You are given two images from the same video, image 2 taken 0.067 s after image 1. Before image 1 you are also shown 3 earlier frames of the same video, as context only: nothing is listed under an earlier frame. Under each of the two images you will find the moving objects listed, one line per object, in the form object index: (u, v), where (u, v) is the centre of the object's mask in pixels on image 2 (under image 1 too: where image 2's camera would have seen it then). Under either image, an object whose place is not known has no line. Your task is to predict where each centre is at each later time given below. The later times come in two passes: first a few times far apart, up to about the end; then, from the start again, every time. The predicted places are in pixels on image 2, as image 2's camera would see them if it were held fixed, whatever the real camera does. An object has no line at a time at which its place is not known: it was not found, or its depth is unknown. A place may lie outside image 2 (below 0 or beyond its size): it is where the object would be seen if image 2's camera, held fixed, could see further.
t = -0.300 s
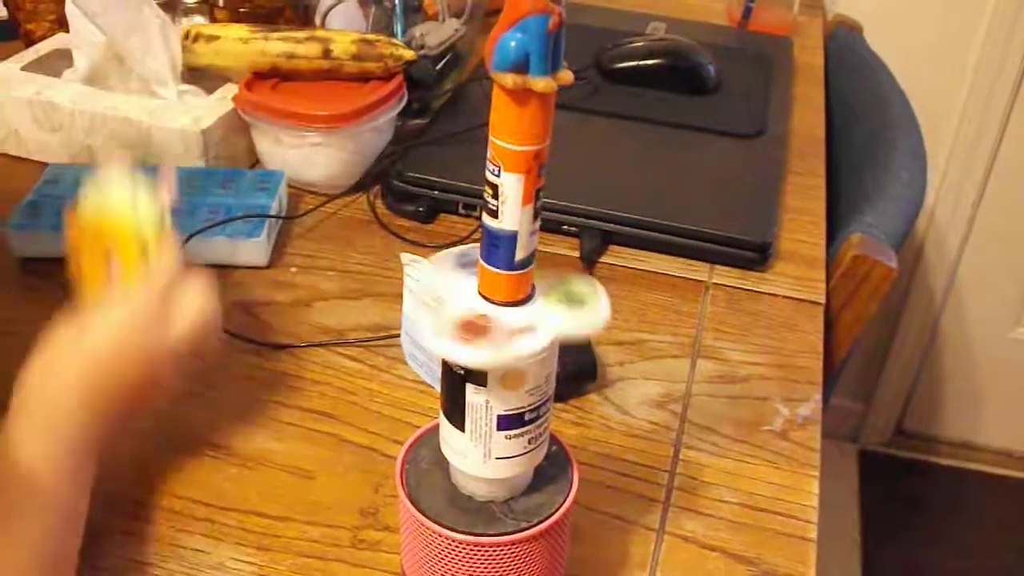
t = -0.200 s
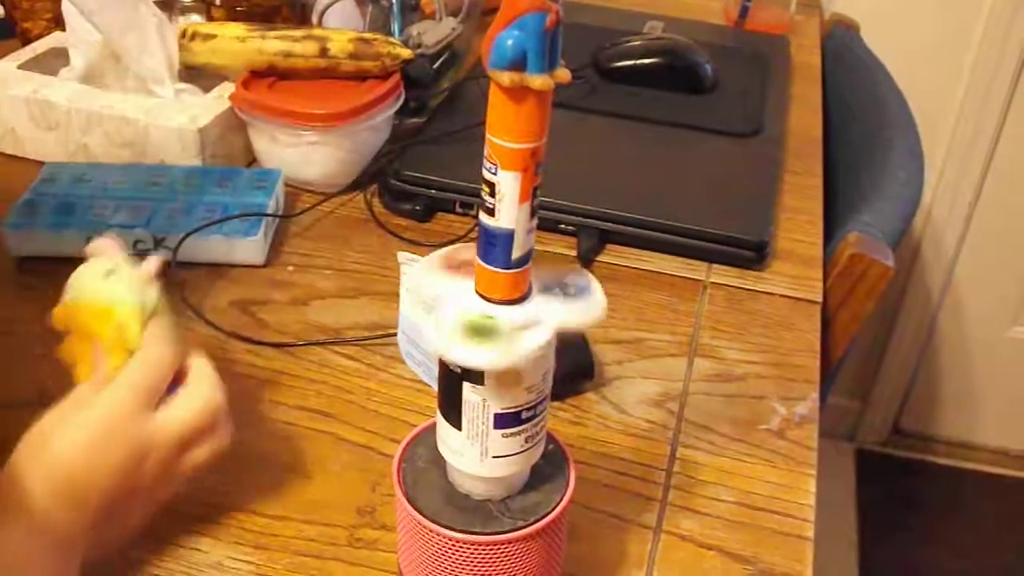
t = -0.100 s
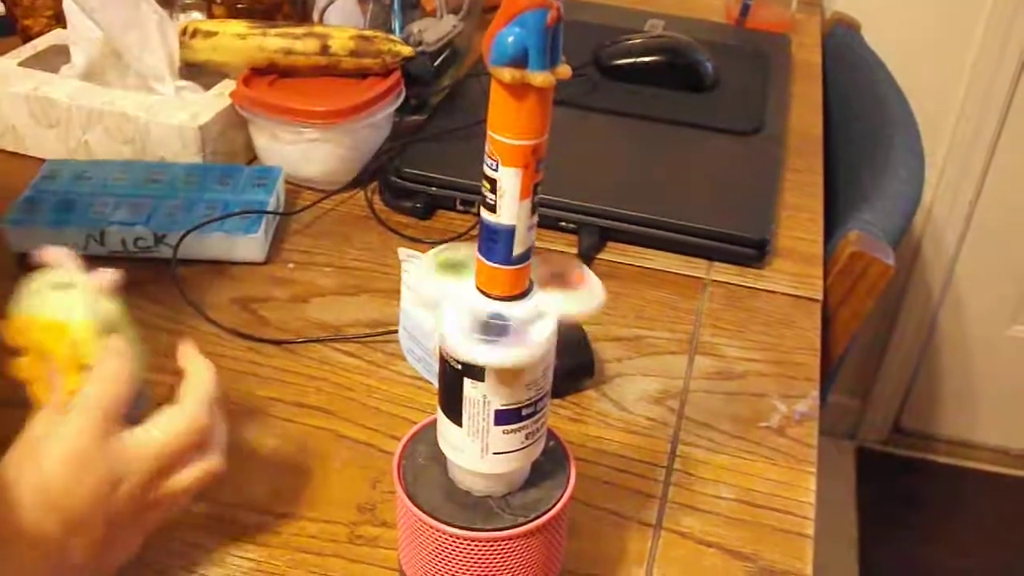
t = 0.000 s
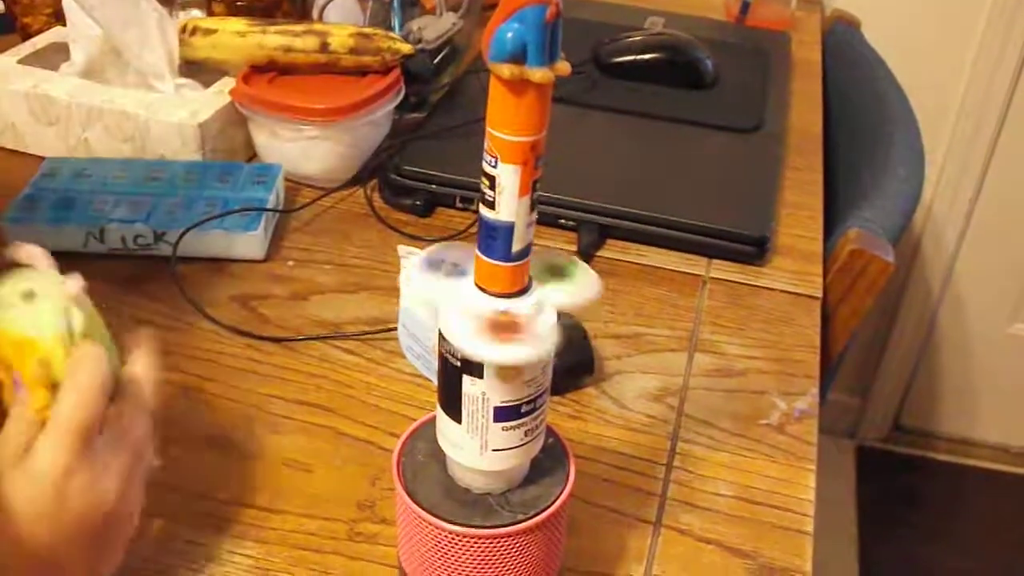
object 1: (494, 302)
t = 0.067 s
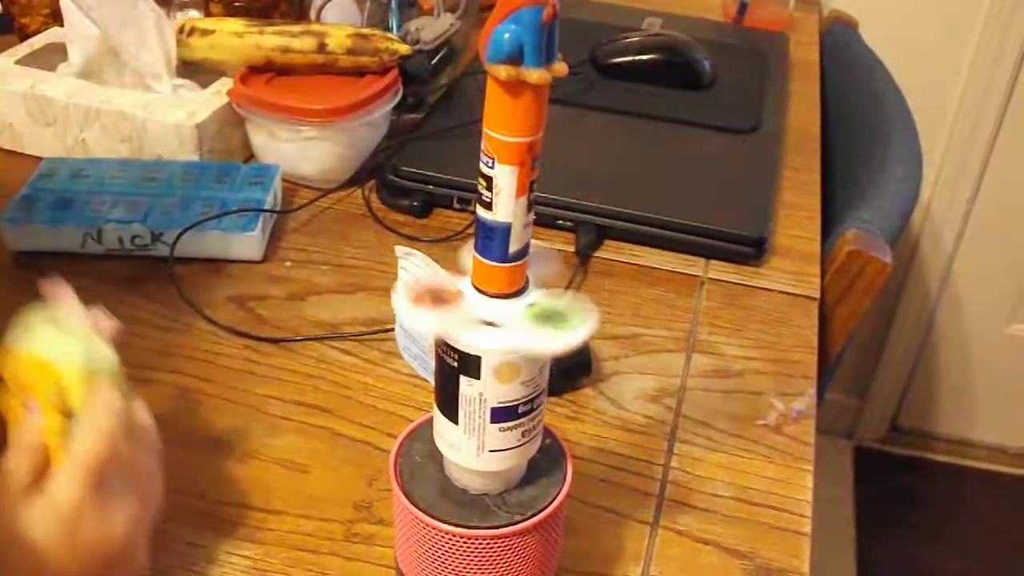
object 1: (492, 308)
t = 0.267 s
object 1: (491, 310)
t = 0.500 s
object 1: (489, 312)
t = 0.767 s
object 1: (493, 303)
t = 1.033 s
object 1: (487, 305)
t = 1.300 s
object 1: (487, 310)
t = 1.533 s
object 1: (492, 305)
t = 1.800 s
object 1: (489, 302)
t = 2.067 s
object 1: (490, 310)
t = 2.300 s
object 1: (490, 310)
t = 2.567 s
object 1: (492, 304)
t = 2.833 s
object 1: (490, 301)
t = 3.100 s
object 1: (488, 303)
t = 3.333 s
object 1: (492, 309)
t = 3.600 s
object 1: (489, 308)
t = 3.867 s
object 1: (484, 308)
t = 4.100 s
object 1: (484, 309)
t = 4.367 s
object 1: (493, 301)
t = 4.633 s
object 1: (487, 301)
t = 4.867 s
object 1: (488, 301)
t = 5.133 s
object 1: (489, 307)
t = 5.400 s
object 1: (487, 306)
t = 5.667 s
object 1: (488, 307)
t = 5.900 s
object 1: (488, 306)
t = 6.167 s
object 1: (489, 310)
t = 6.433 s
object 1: (488, 311)
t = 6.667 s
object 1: (489, 309)
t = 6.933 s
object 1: (488, 310)
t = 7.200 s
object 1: (488, 306)
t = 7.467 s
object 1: (489, 310)
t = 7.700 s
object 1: (490, 308)
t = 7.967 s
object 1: (490, 310)
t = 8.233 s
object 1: (490, 310)
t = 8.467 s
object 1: (489, 303)
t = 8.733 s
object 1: (494, 302)
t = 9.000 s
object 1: (516, 313)
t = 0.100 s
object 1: (493, 303)
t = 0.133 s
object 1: (490, 303)
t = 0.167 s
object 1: (490, 311)
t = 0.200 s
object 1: (493, 304)
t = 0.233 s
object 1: (493, 303)
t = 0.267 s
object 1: (491, 310)
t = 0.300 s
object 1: (485, 313)
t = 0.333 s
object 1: (492, 302)
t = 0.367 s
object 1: (488, 306)
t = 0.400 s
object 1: (493, 307)
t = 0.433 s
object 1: (493, 303)
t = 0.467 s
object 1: (489, 304)
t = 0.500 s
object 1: (489, 312)
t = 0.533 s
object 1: (492, 304)
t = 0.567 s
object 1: (492, 303)
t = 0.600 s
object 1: (490, 311)
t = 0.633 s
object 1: (483, 312)
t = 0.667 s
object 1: (492, 301)
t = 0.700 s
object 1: (490, 310)
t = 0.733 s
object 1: (492, 307)
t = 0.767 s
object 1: (493, 303)
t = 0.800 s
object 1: (488, 304)
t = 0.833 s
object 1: (489, 312)
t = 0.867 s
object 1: (493, 304)
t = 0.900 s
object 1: (491, 303)
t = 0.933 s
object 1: (490, 311)
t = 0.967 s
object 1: (484, 311)
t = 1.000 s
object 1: (493, 301)
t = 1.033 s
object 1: (487, 305)
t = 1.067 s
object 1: (487, 312)
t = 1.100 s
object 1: (491, 303)
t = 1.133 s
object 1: (489, 303)
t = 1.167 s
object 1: (489, 311)
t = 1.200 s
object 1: (492, 304)
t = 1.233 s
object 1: (499, 308)
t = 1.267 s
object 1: (491, 309)
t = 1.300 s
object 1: (487, 310)
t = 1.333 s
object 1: (494, 301)
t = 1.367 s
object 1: (487, 304)
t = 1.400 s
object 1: (489, 311)
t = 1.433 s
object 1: (491, 303)
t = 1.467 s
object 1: (489, 302)
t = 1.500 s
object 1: (490, 310)
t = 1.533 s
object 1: (492, 305)
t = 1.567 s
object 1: (492, 301)
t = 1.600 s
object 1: (490, 307)
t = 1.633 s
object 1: (486, 312)
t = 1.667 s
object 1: (494, 302)
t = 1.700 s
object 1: (488, 303)
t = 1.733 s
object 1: (490, 311)
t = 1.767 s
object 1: (492, 304)
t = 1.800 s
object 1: (489, 302)
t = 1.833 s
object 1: (490, 309)
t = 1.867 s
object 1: (487, 311)
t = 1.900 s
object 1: (491, 302)
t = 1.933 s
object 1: (490, 305)
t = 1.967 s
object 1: (488, 311)
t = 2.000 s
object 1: (492, 302)
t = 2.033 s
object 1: (490, 301)
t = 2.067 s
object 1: (490, 310)
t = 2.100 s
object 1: (484, 311)
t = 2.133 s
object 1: (492, 302)
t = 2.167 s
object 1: (488, 304)
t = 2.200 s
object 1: (488, 310)
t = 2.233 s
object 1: (492, 303)
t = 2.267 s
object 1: (489, 302)
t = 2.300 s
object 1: (490, 310)
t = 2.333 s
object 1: (482, 311)
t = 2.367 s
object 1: (490, 301)
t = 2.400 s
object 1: (488, 305)
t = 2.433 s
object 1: (488, 311)
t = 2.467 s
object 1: (491, 302)
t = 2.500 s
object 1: (487, 302)
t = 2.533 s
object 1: (490, 310)
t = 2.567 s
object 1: (492, 304)
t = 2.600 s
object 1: (493, 306)
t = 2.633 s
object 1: (489, 306)
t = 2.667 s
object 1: (487, 311)
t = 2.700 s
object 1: (491, 302)
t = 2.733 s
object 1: (488, 302)
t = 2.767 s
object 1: (490, 309)
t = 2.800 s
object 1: (494, 302)
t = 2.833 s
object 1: (490, 301)
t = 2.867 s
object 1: (489, 304)
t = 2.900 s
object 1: (487, 310)
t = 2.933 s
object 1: (492, 301)
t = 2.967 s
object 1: (489, 306)
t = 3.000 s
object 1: (491, 309)
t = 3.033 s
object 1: (485, 309)
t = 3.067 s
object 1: (493, 300)
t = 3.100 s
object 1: (488, 303)
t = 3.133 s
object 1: (488, 311)
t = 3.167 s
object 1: (492, 302)
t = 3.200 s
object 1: (488, 301)
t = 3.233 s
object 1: (492, 310)
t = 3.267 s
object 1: (483, 310)
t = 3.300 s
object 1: (492, 300)
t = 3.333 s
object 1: (492, 309)
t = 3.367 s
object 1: (488, 310)
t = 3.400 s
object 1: (492, 302)
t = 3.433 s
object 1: (489, 301)
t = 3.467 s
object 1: (490, 307)
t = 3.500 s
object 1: (485, 309)
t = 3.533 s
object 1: (491, 300)
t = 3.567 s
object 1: (489, 303)
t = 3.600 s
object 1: (489, 308)
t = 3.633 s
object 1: (492, 303)
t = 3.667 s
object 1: (487, 301)
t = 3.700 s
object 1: (491, 308)
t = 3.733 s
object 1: (485, 311)
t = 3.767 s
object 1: (493, 302)
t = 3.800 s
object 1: (490, 306)
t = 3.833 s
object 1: (490, 310)
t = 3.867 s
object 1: (484, 308)
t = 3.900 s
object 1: (489, 301)
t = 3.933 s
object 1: (489, 304)
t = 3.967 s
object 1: (488, 308)
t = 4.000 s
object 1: (491, 302)
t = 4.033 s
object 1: (490, 305)
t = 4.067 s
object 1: (491, 310)
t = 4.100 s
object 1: (484, 309)
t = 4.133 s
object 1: (489, 300)
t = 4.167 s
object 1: (487, 302)
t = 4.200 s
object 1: (488, 307)
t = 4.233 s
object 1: (491, 303)
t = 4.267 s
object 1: (487, 301)
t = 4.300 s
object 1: (489, 306)
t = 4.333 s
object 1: (487, 310)
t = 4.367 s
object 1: (493, 301)
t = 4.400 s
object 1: (488, 303)
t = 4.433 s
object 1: (490, 310)
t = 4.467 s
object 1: (494, 303)
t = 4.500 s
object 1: (489, 301)
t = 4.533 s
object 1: (490, 308)
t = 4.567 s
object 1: (491, 308)
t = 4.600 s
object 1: (492, 303)
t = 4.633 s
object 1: (487, 301)
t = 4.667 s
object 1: (488, 307)
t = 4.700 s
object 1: (486, 310)
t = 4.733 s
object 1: (492, 301)
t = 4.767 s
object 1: (489, 304)
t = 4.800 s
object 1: (490, 310)
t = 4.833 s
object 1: (491, 305)
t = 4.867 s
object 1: (488, 301)
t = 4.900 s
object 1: (486, 303)
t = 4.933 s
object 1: (488, 307)
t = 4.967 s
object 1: (491, 303)
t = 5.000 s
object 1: (487, 301)
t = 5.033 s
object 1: (489, 309)
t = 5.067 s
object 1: (492, 305)
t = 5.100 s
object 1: (493, 302)
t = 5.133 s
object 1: (489, 307)
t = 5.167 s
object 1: (489, 309)
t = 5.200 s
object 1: (483, 310)
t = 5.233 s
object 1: (488, 301)
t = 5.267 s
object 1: (486, 303)
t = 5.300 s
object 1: (488, 310)
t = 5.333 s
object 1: (491, 304)
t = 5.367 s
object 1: (499, 303)
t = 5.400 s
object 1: (487, 306)
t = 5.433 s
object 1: (491, 306)
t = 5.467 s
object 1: (491, 302)
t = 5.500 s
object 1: (488, 303)
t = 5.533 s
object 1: (488, 306)
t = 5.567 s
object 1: (485, 310)
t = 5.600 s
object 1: (490, 301)
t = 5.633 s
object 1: (488, 307)
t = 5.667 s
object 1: (488, 307)
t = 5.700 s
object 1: (491, 304)
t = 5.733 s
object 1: (487, 301)
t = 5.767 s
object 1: (487, 303)
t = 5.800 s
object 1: (487, 307)
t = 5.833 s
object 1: (495, 300)
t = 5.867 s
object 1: (488, 301)
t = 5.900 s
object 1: (488, 306)
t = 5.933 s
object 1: (487, 311)
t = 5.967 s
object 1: (496, 299)
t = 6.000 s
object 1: (486, 301)
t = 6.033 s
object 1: (490, 309)
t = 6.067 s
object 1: (486, 310)
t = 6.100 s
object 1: (492, 301)
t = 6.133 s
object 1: (488, 301)
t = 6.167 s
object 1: (489, 310)
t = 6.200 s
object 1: (492, 305)
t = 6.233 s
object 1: (491, 301)
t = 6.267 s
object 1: (491, 308)
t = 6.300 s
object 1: (488, 307)
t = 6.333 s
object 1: (493, 303)
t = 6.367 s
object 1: (488, 301)
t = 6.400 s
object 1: (488, 308)
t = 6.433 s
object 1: (488, 311)
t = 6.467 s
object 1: (495, 300)
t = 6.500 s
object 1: (487, 300)
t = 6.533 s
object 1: (488, 306)
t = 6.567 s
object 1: (492, 307)
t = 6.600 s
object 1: (497, 300)
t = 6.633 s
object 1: (492, 308)
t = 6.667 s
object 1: (489, 309)
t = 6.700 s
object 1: (487, 310)
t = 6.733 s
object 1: (496, 299)
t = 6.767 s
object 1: (487, 301)
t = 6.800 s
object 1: (488, 307)
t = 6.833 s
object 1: (492, 305)
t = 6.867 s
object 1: (491, 301)
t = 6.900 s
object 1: (487, 302)
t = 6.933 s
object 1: (488, 310)
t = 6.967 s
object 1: (492, 305)
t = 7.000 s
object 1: (491, 300)
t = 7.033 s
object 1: (490, 307)
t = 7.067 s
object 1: (488, 310)
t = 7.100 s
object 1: (482, 311)
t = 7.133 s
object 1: (488, 300)
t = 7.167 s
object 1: (485, 302)
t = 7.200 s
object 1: (488, 306)
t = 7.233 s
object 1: (491, 304)
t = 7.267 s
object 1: (488, 300)
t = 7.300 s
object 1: (486, 303)
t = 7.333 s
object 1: (488, 310)
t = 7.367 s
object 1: (492, 303)
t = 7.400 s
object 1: (490, 305)
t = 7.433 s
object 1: (490, 308)
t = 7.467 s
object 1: (489, 310)
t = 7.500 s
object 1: (494, 301)
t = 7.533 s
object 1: (487, 302)
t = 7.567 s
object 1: (488, 306)
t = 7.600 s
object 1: (488, 311)
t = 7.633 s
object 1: (498, 300)
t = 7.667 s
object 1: (488, 301)
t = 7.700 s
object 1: (490, 308)
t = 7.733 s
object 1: (488, 309)
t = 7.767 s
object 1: (492, 303)
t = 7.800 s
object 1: (489, 302)
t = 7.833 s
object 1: (490, 310)
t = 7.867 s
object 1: (487, 312)
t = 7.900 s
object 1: (491, 303)
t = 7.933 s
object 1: (488, 302)
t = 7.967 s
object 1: (490, 310)
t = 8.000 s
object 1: (488, 310)
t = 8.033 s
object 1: (492, 304)
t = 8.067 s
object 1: (488, 302)
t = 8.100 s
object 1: (489, 310)
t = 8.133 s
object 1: (487, 312)
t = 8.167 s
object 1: (492, 304)
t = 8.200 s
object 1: (491, 307)
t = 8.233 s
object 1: (490, 310)
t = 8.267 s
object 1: (487, 309)
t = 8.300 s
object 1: (491, 303)
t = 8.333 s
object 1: (487, 302)
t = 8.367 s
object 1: (490, 310)
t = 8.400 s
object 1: (488, 309)
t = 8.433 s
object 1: (492, 304)
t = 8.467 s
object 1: (489, 303)
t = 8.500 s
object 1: (490, 310)
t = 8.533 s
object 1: (488, 309)
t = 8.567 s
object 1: (492, 304)
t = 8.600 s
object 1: (492, 308)
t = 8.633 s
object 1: (487, 309)
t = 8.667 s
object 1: (487, 310)
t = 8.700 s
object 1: (478, 307)
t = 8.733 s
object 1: (494, 302)
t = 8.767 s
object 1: (485, 303)
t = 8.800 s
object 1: (487, 309)
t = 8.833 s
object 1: (496, 301)
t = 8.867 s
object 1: (494, 302)
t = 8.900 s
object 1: (488, 308)
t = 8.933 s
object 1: (488, 309)
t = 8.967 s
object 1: (497, 301)
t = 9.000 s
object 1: (516, 313)
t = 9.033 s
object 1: (491, 310)
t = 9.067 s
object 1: (489, 309)
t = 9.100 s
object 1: (481, 310)
